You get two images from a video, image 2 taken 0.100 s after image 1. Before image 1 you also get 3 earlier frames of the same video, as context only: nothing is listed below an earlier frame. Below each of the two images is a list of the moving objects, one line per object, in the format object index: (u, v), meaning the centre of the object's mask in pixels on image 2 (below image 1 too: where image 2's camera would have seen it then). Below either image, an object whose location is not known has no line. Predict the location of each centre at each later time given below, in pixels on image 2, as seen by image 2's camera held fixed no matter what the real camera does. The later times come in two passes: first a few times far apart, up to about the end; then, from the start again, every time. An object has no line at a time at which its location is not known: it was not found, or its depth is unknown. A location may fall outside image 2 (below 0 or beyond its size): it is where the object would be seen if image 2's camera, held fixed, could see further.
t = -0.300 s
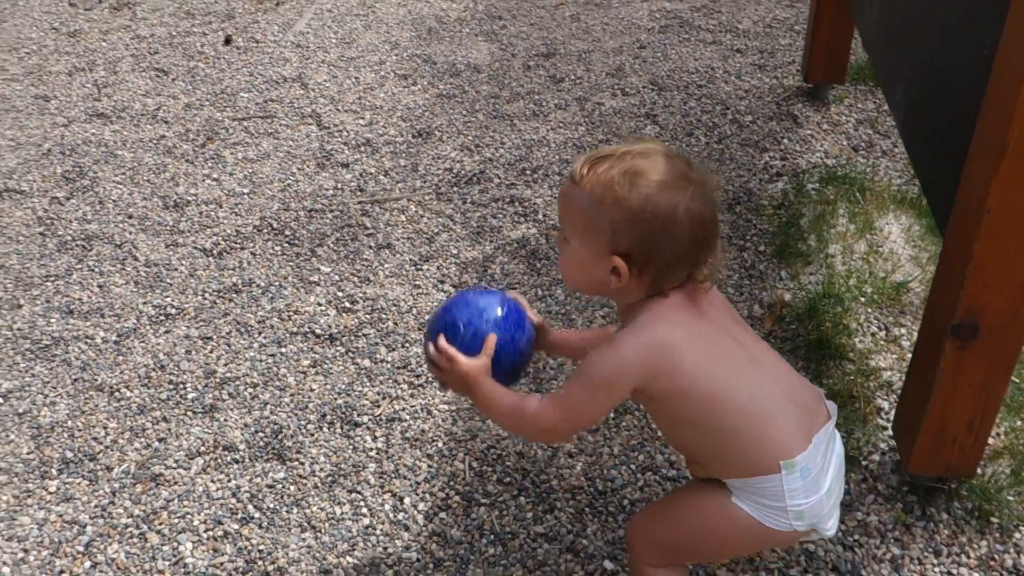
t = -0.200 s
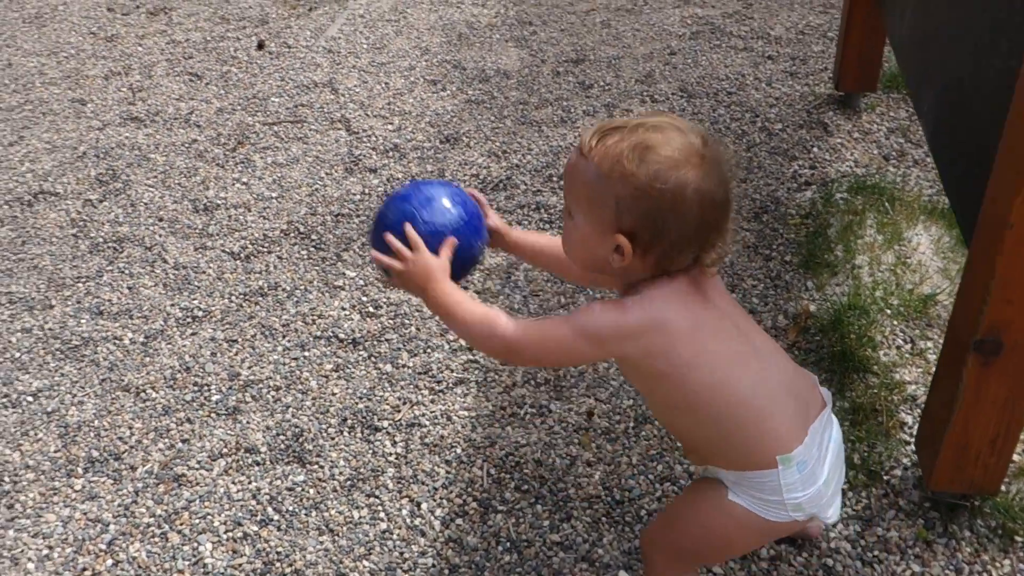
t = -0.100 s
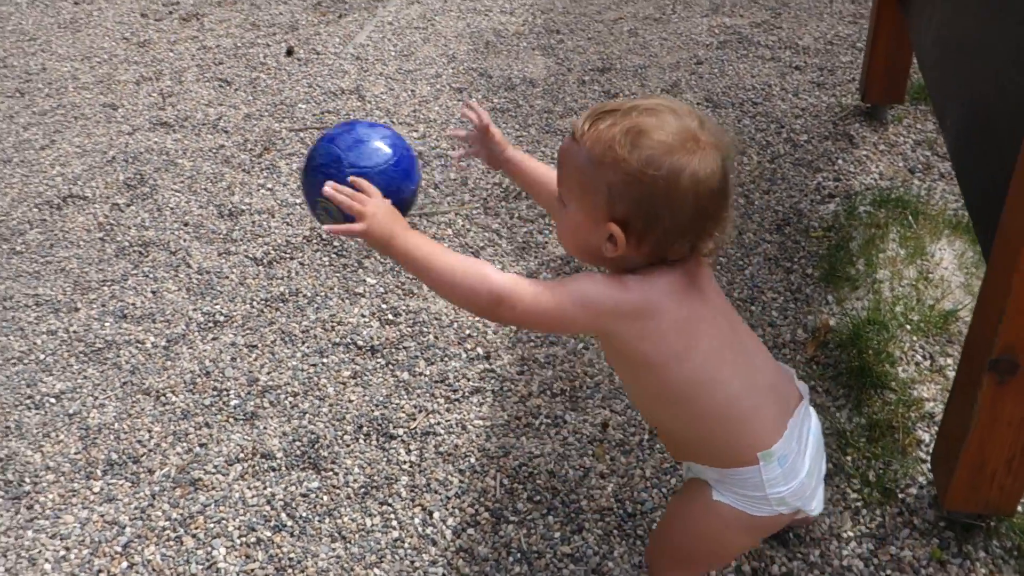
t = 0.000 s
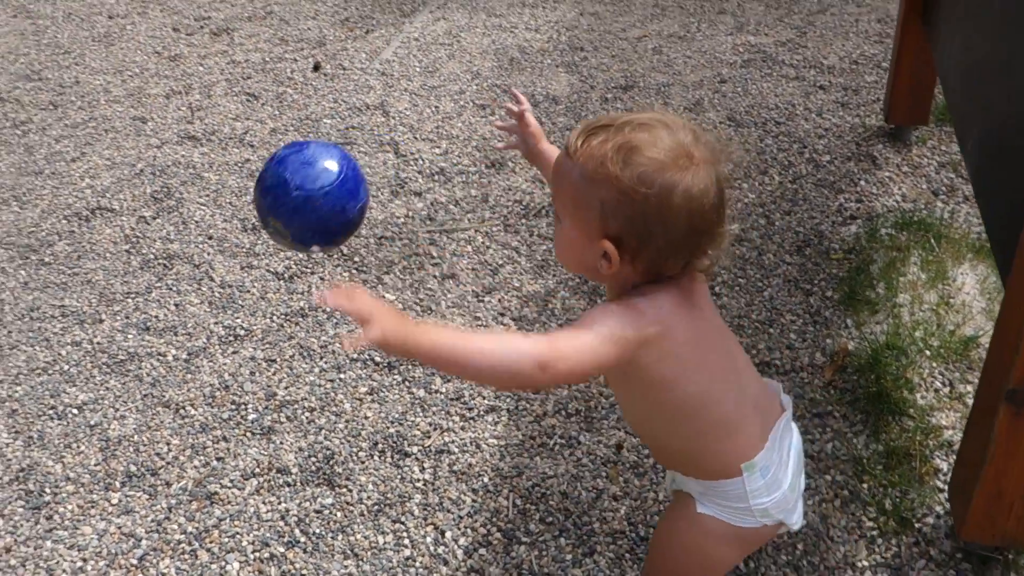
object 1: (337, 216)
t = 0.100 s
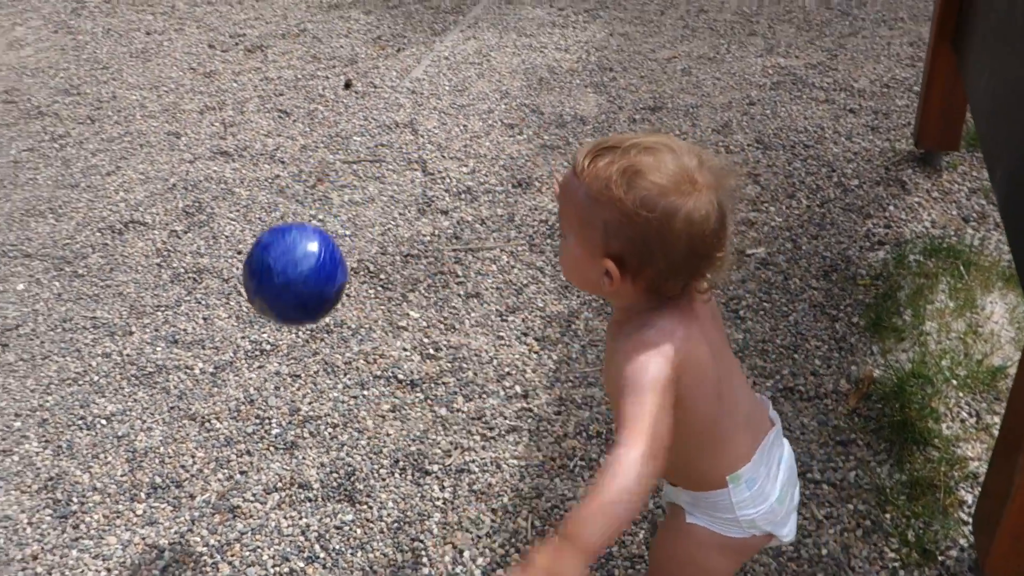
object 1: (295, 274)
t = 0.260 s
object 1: (274, 448)
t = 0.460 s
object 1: (226, 401)
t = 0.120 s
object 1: (290, 291)
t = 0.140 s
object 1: (285, 310)
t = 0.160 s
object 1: (281, 331)
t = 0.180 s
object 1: (278, 352)
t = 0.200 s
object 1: (276, 375)
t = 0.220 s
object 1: (275, 399)
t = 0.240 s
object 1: (274, 423)
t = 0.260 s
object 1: (274, 448)
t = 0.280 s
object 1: (269, 441)
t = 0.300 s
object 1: (262, 430)
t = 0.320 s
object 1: (255, 420)
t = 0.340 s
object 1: (249, 412)
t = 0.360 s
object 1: (243, 406)
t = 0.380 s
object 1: (238, 401)
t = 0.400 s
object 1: (234, 398)
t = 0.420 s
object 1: (231, 397)
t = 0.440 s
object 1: (228, 398)
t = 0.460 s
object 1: (226, 401)
